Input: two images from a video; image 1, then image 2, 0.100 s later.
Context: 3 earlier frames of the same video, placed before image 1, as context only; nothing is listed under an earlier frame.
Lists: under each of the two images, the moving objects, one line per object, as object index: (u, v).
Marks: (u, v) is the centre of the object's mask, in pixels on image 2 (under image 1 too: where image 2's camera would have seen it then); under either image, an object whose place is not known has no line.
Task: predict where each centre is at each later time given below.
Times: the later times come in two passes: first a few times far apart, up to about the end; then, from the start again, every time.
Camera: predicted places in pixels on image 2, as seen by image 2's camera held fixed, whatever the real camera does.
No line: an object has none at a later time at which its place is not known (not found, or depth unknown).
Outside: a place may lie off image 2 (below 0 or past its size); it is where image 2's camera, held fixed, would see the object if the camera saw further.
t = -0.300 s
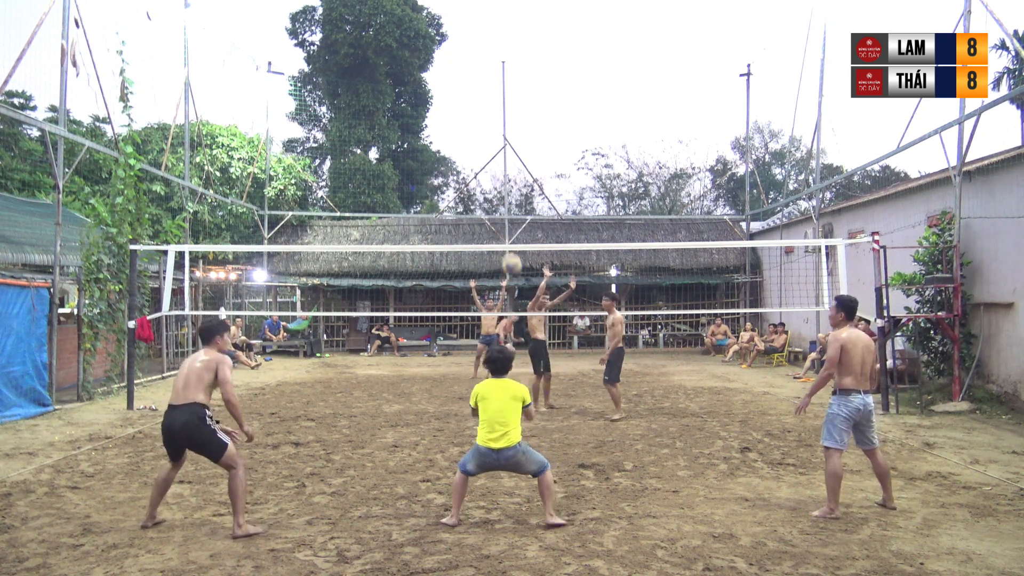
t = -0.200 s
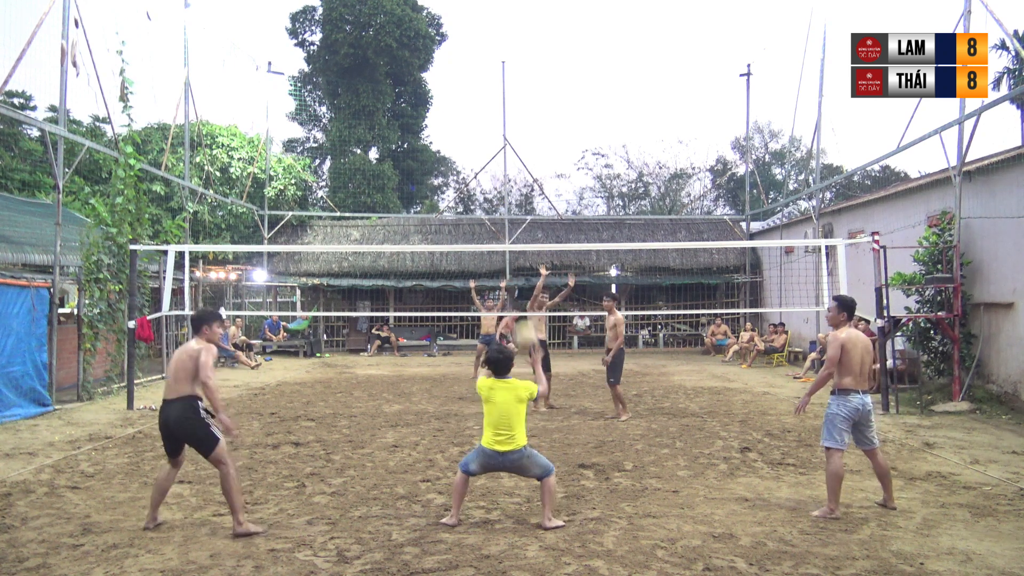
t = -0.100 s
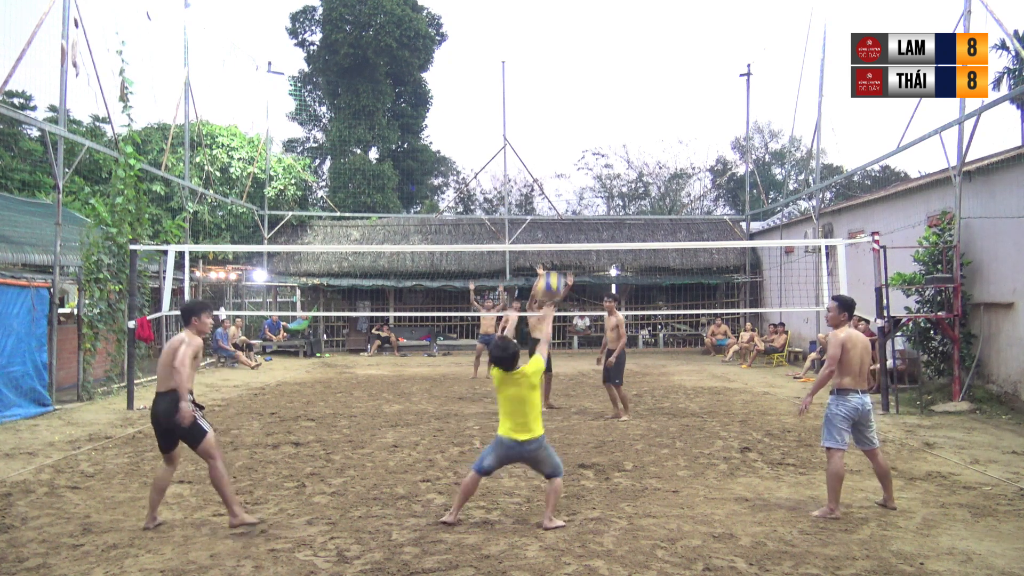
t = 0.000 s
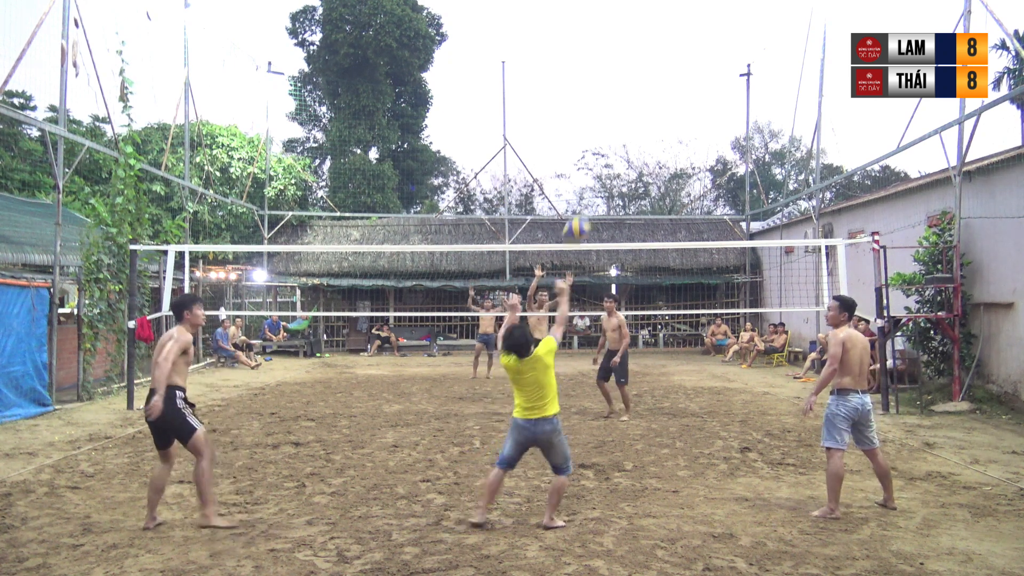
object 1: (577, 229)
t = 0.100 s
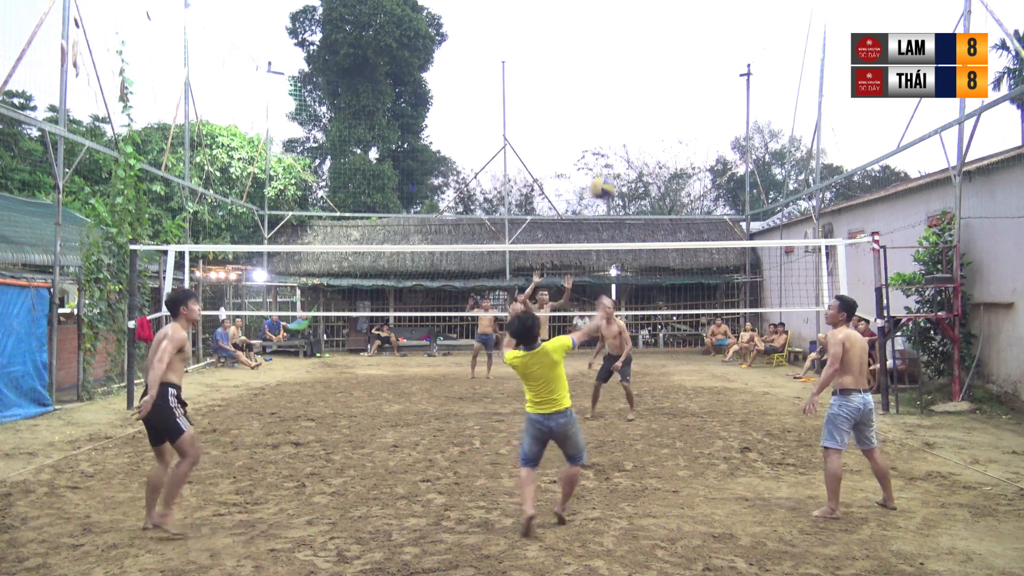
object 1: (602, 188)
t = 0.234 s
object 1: (637, 151)
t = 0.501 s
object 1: (691, 145)
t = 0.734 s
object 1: (737, 192)
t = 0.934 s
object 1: (772, 266)
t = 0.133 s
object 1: (609, 177)
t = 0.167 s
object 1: (618, 168)
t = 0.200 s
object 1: (625, 160)
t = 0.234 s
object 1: (637, 151)
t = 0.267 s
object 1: (641, 149)
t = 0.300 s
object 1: (649, 144)
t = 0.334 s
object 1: (656, 141)
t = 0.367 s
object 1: (663, 140)
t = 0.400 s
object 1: (670, 139)
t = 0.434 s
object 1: (677, 140)
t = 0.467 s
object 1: (684, 142)
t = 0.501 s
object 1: (691, 145)
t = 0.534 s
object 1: (697, 149)
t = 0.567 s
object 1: (704, 154)
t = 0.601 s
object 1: (710, 160)
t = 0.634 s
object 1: (718, 167)
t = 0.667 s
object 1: (724, 174)
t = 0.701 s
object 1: (730, 182)
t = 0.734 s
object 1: (737, 192)
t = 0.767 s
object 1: (743, 202)
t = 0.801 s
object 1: (749, 213)
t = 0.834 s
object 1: (753, 224)
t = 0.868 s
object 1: (761, 239)
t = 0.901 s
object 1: (766, 254)
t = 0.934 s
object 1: (772, 266)
